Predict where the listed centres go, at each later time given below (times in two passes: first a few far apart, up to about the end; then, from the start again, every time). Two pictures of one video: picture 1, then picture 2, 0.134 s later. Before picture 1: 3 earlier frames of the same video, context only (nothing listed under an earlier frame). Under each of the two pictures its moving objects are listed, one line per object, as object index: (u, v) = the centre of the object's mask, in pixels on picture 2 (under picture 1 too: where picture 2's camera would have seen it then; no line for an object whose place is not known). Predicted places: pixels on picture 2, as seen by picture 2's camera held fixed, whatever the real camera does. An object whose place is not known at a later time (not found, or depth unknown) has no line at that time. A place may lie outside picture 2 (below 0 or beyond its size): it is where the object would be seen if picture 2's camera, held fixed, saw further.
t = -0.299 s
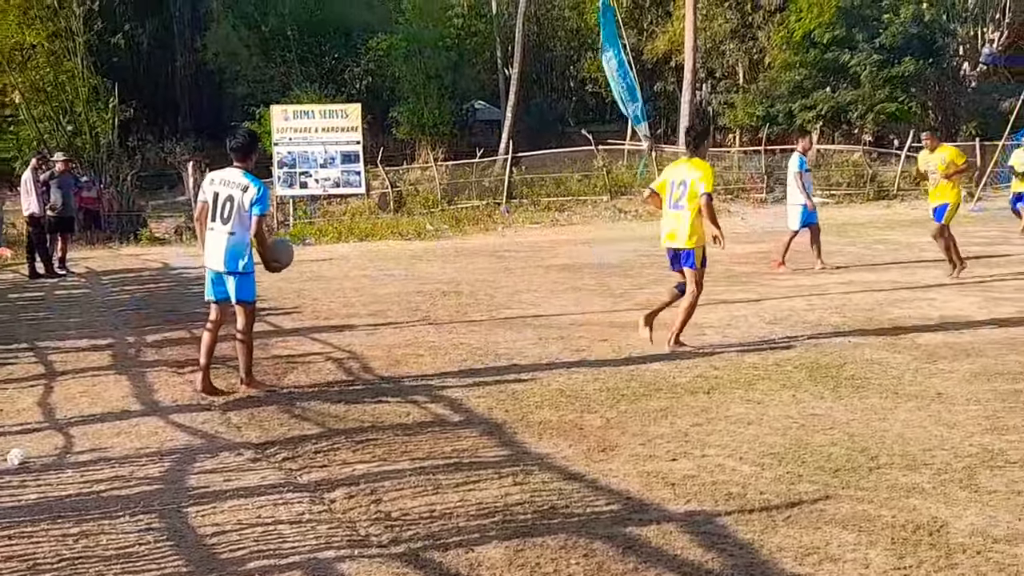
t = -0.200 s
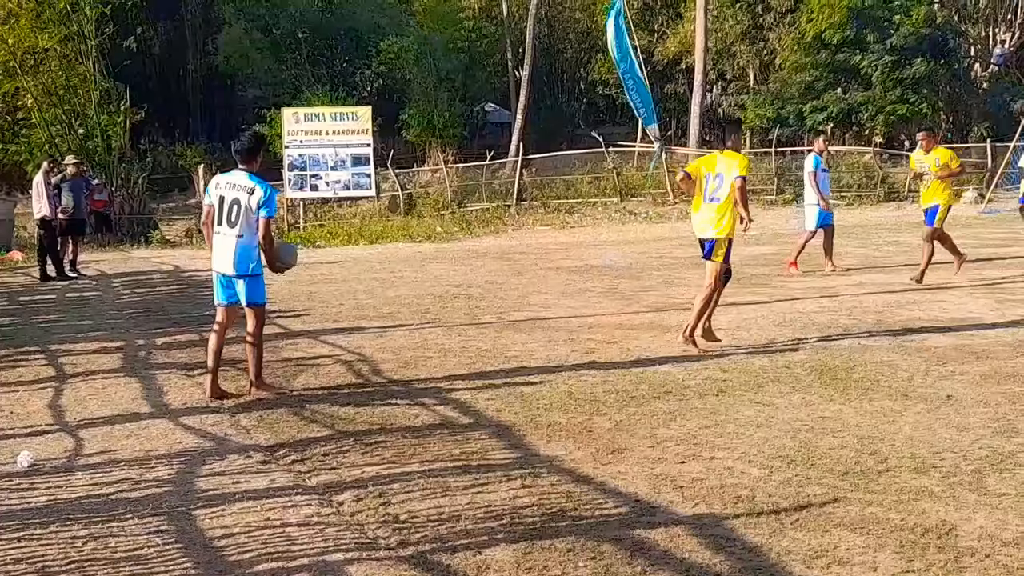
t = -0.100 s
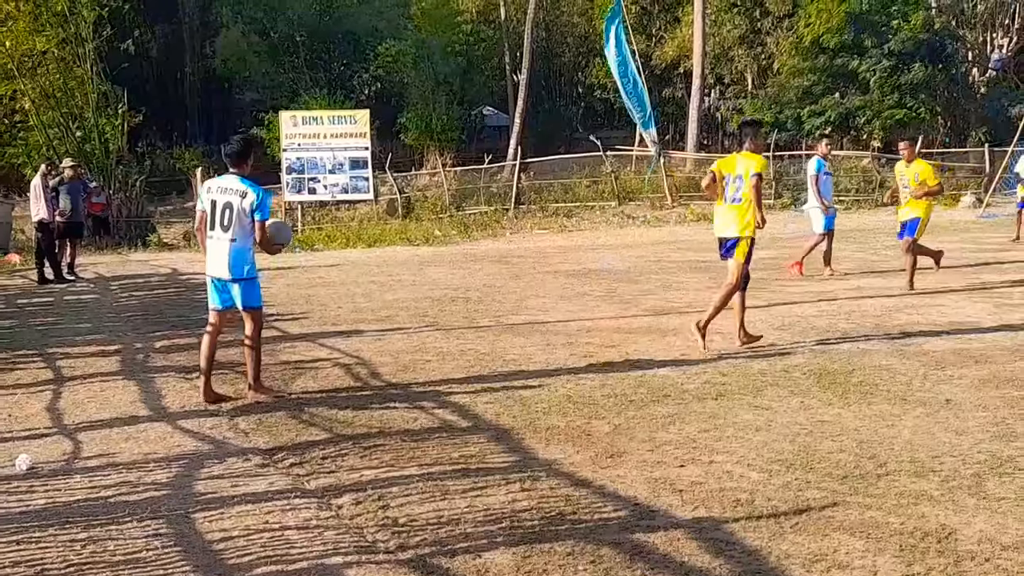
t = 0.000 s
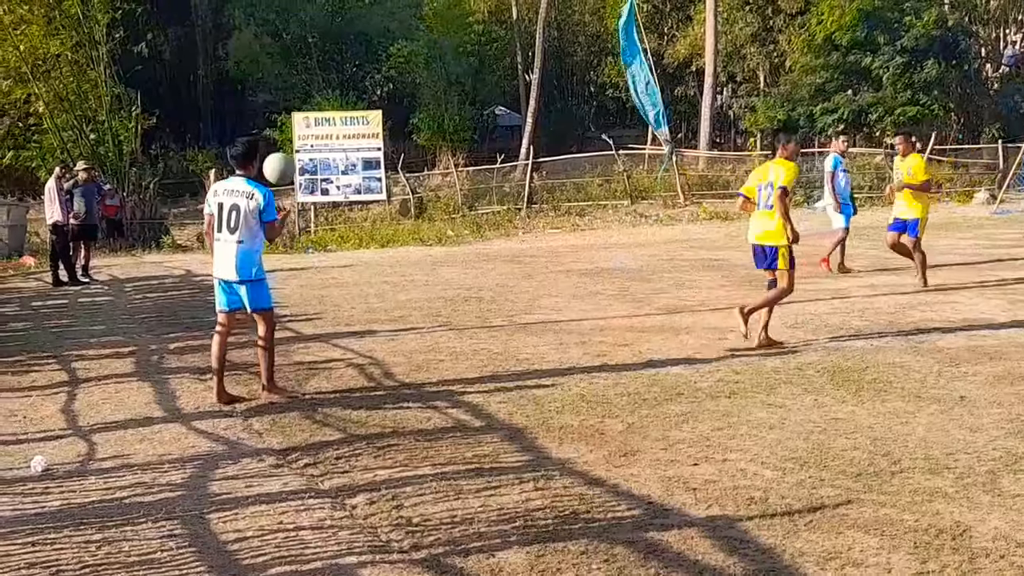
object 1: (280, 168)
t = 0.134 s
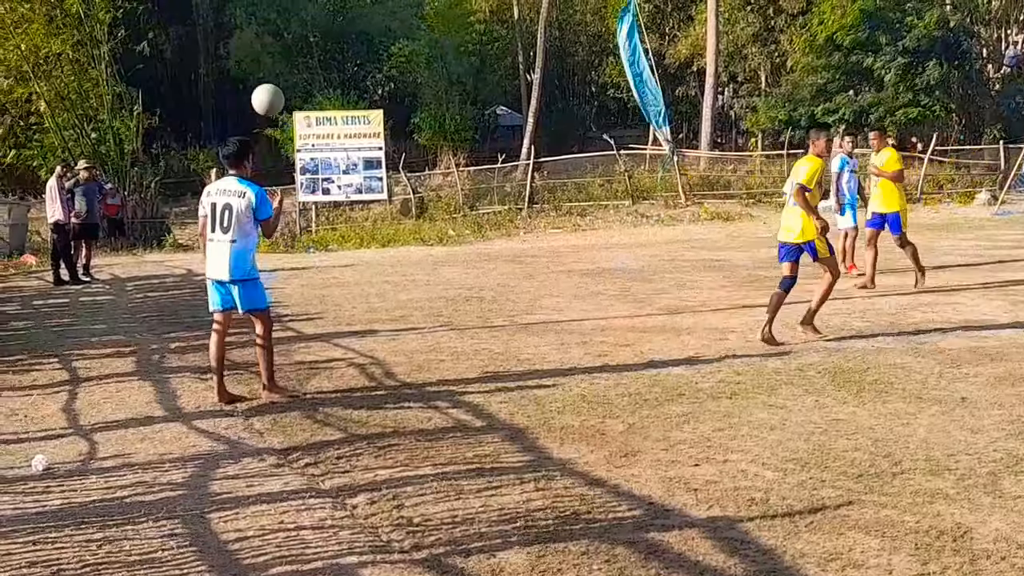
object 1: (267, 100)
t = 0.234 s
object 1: (258, 66)
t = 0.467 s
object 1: (239, 47)
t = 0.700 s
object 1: (220, 107)
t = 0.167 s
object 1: (264, 87)
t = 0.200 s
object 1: (261, 76)
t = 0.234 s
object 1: (258, 66)
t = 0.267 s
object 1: (255, 59)
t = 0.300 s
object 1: (252, 52)
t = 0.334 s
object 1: (249, 48)
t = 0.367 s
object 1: (247, 45)
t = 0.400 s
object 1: (244, 44)
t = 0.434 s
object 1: (242, 45)
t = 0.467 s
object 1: (239, 47)
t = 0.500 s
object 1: (236, 51)
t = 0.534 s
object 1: (233, 56)
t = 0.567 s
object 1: (231, 64)
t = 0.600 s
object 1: (228, 72)
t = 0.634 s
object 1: (225, 82)
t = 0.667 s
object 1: (223, 94)
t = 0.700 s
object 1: (220, 107)
